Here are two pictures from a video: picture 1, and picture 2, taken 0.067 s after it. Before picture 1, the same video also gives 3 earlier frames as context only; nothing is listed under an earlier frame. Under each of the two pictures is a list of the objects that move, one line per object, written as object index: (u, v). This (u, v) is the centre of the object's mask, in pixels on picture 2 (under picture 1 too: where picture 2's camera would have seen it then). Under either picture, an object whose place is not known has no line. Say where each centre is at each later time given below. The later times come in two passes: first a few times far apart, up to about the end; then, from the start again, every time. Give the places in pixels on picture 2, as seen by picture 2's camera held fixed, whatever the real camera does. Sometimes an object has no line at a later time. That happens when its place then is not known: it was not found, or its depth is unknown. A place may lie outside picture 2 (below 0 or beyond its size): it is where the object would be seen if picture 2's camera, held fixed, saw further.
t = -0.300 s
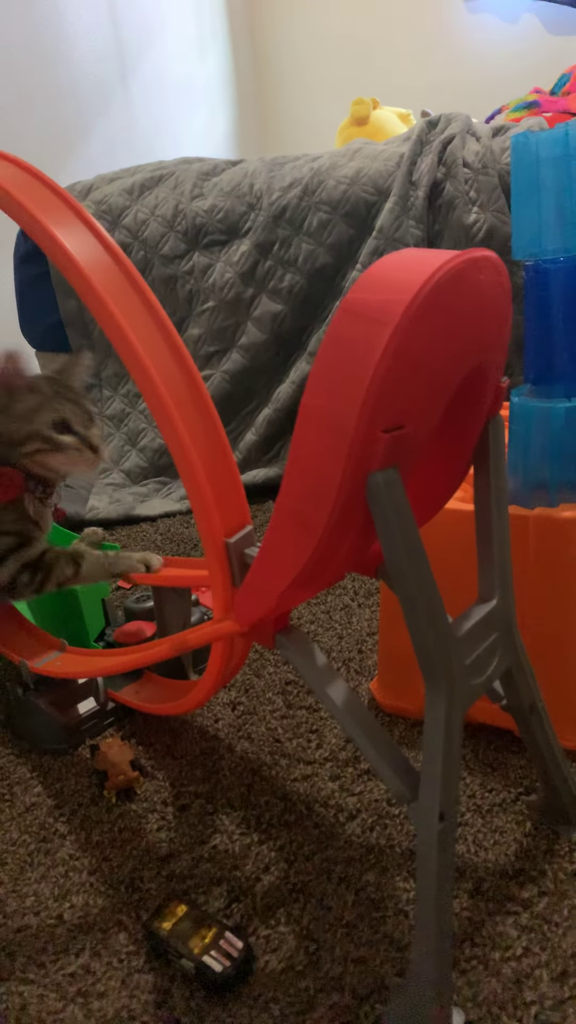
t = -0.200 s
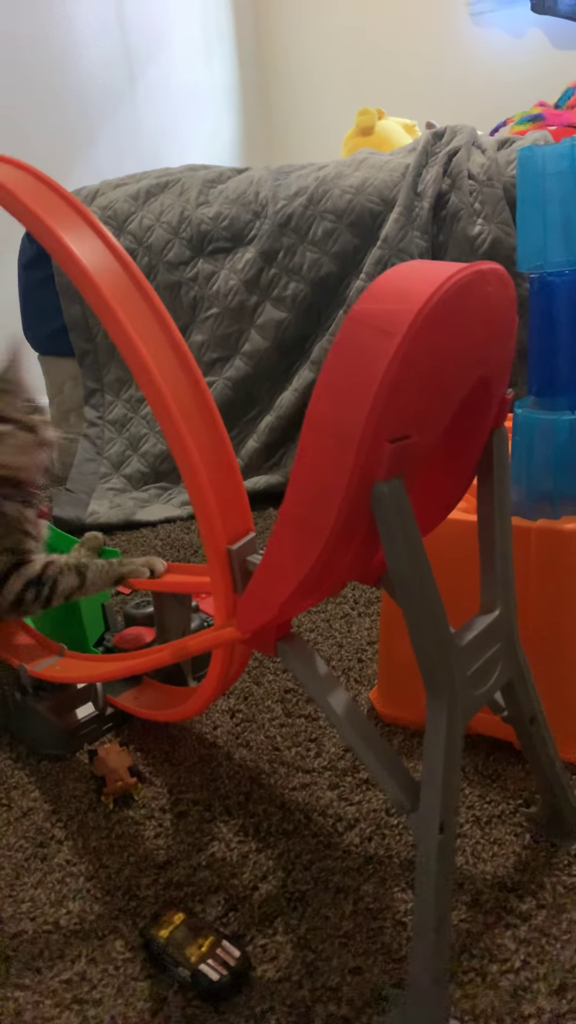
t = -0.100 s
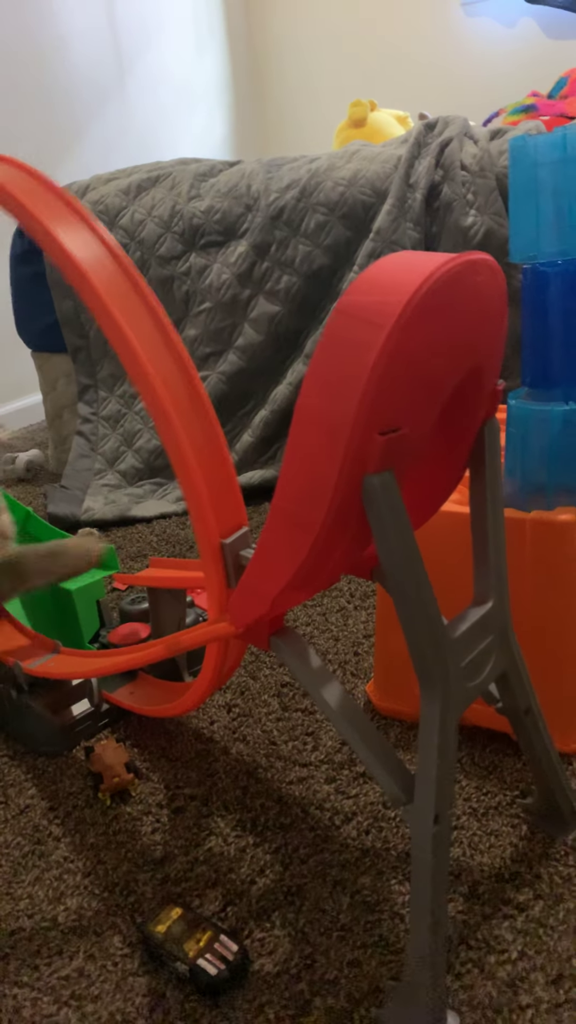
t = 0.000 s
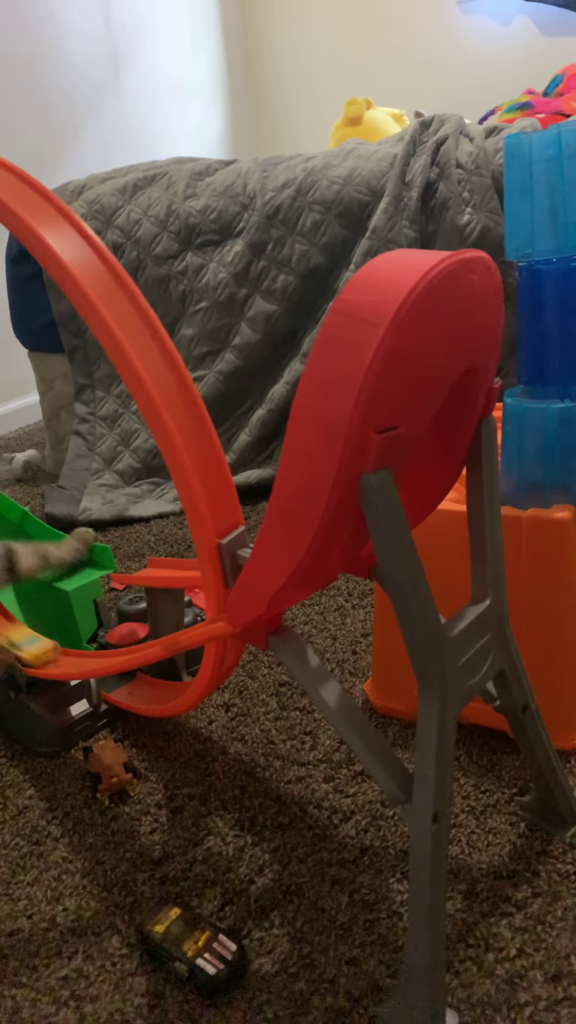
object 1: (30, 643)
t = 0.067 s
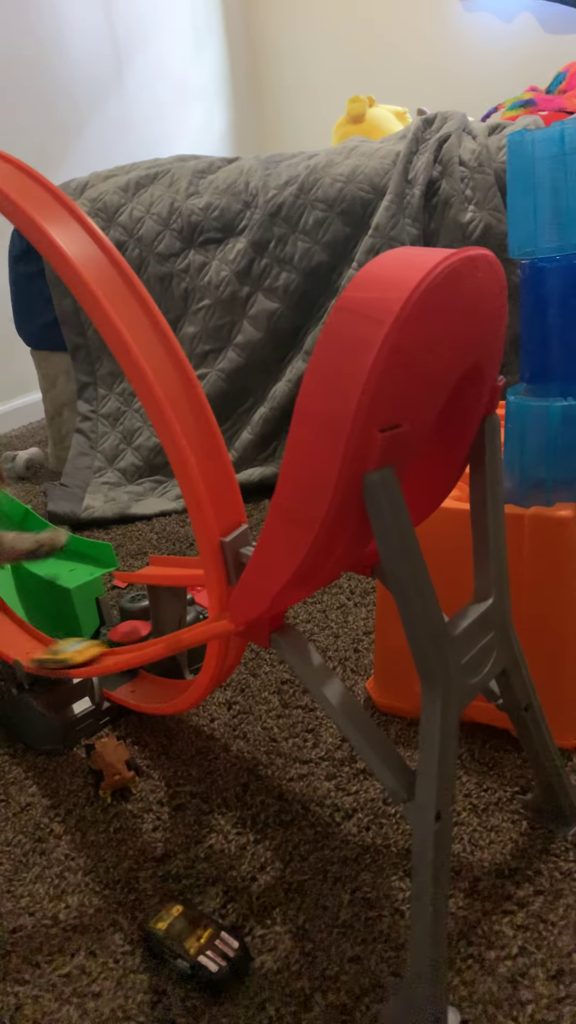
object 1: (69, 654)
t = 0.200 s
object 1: (137, 640)
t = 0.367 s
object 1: (151, 635)
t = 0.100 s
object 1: (89, 652)
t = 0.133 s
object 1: (108, 649)
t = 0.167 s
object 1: (125, 644)
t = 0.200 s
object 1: (137, 640)
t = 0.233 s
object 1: (147, 636)
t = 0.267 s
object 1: (153, 634)
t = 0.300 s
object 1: (155, 633)
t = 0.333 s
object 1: (155, 633)
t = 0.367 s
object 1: (151, 635)
